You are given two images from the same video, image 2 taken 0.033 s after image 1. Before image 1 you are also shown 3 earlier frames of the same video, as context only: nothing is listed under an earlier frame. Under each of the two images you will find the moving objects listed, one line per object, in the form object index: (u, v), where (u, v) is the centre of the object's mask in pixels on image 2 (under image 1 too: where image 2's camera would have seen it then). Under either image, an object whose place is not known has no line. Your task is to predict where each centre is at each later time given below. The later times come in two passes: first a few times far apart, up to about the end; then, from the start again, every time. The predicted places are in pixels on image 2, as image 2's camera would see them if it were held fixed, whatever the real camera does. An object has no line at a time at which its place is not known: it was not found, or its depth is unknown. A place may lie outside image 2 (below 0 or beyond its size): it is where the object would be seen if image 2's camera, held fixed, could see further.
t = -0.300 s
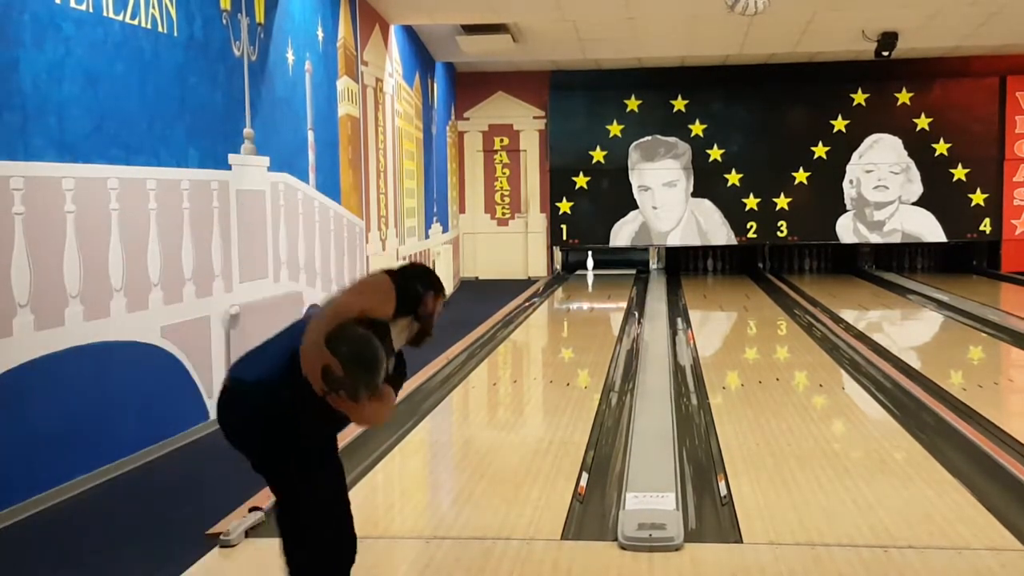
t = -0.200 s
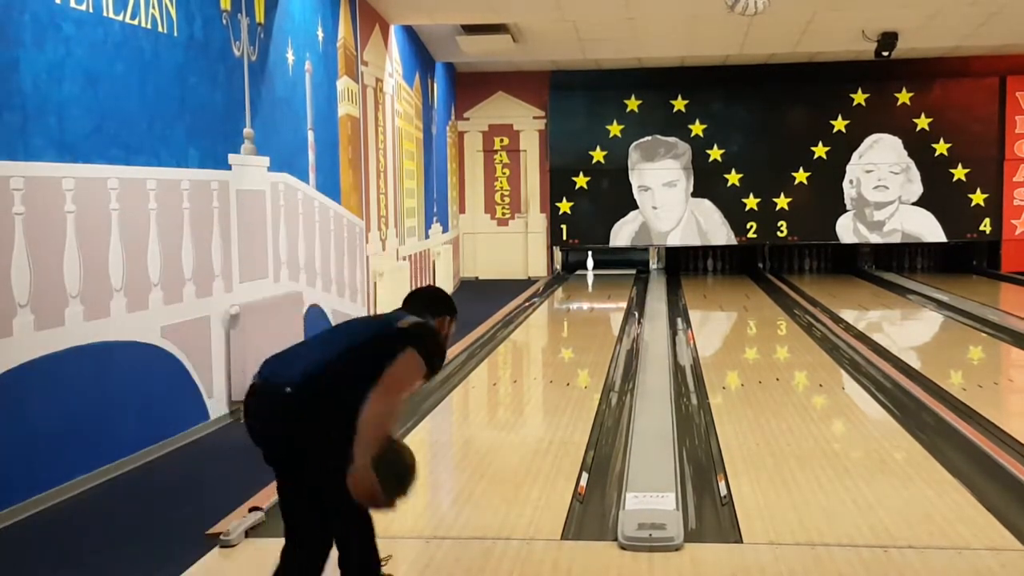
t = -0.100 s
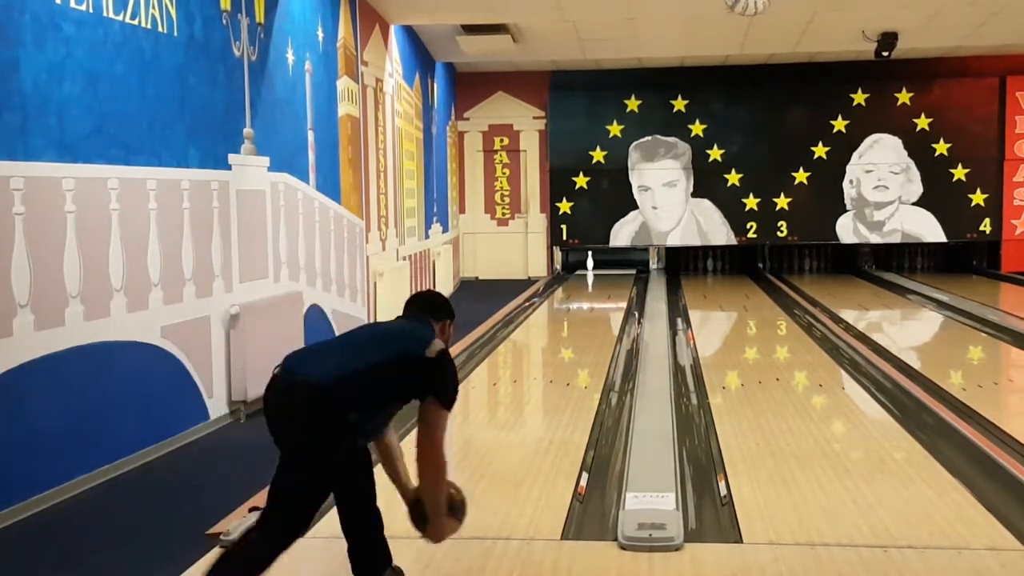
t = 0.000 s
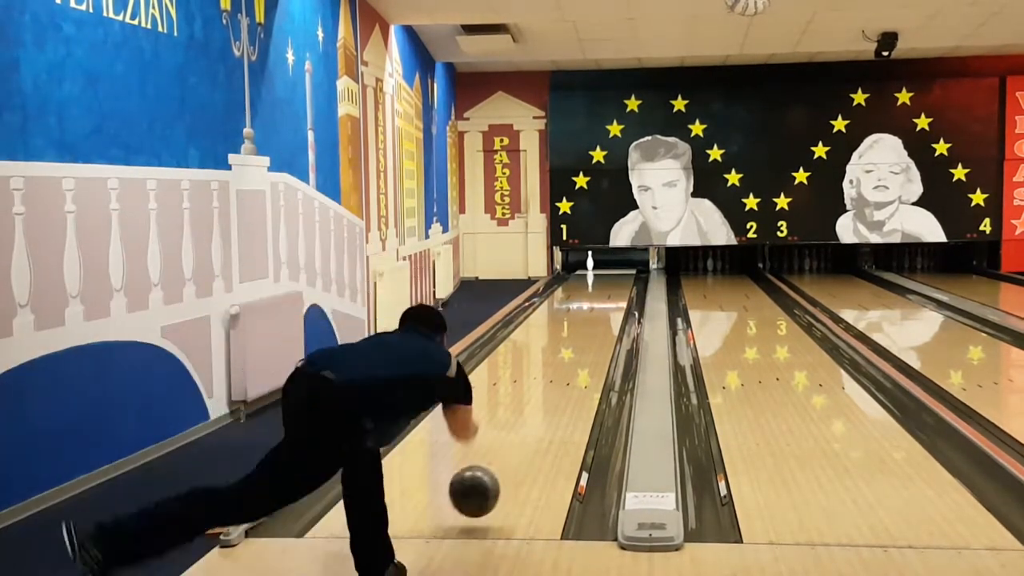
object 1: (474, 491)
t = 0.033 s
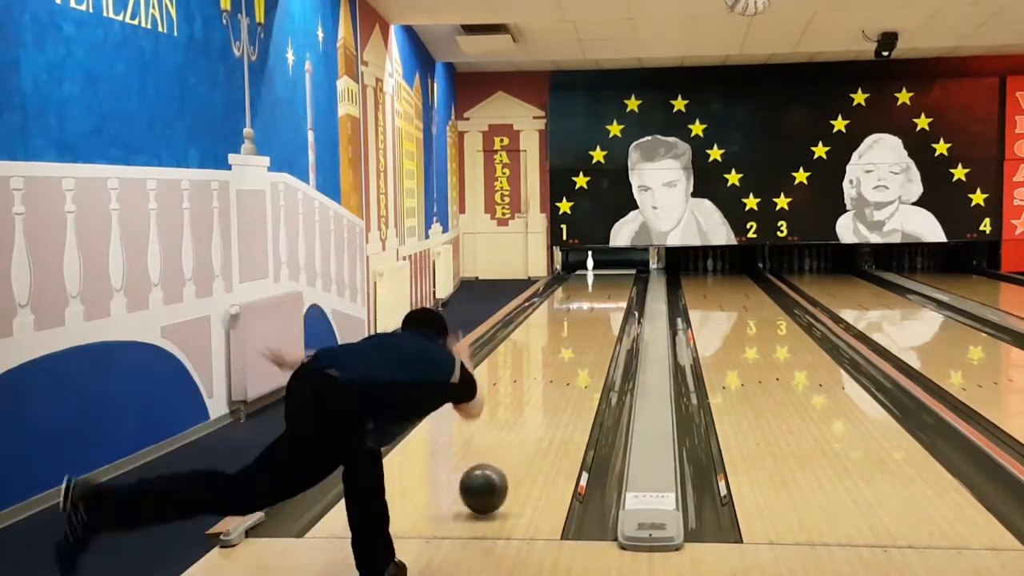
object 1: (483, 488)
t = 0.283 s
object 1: (533, 417)
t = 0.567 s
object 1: (565, 369)
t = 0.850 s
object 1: (585, 338)
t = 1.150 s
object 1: (598, 315)
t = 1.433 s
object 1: (605, 299)
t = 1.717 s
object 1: (609, 288)
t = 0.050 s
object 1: (488, 485)
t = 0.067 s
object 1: (492, 476)
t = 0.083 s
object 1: (496, 469)
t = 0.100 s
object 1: (500, 463)
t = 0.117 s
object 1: (503, 459)
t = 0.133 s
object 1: (507, 455)
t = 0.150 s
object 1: (510, 451)
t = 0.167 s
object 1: (513, 447)
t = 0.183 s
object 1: (516, 442)
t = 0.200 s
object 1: (519, 438)
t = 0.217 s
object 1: (522, 434)
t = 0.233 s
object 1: (525, 429)
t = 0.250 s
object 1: (528, 425)
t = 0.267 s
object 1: (530, 421)
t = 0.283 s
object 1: (533, 417)
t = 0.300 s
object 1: (535, 414)
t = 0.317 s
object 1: (537, 410)
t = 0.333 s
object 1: (540, 407)
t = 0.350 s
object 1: (542, 404)
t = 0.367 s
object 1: (544, 400)
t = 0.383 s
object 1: (546, 397)
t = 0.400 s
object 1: (550, 394)
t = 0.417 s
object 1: (550, 391)
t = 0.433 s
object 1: (552, 389)
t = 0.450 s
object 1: (554, 386)
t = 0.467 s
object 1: (556, 383)
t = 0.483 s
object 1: (557, 381)
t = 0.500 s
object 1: (559, 378)
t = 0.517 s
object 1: (560, 376)
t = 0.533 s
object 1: (562, 373)
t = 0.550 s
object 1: (563, 371)
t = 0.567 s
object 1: (565, 369)
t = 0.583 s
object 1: (566, 366)
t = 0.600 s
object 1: (568, 364)
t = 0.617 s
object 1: (569, 362)
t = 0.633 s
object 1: (571, 360)
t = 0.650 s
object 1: (572, 358)
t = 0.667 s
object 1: (573, 357)
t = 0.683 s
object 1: (574, 354)
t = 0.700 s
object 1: (575, 353)
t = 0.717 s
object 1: (577, 351)
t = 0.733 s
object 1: (578, 349)
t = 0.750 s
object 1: (579, 348)
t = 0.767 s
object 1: (580, 346)
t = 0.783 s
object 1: (581, 344)
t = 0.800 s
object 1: (582, 342)
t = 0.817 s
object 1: (583, 341)
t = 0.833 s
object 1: (584, 339)
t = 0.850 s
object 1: (585, 338)
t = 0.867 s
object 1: (586, 337)
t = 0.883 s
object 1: (587, 335)
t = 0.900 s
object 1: (587, 335)
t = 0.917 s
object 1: (588, 332)
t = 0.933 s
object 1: (589, 330)
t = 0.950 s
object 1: (590, 329)
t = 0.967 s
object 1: (590, 328)
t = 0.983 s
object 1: (591, 327)
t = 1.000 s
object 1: (592, 325)
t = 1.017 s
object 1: (593, 324)
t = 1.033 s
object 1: (594, 323)
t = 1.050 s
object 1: (594, 322)
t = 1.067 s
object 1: (595, 320)
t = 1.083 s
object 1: (595, 319)
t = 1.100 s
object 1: (596, 318)
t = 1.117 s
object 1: (597, 317)
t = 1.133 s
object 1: (597, 316)
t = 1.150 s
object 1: (598, 315)
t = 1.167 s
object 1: (598, 314)
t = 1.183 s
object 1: (599, 313)
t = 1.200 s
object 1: (599, 312)
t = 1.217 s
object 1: (600, 311)
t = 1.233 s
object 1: (601, 310)
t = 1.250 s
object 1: (601, 309)
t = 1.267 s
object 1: (602, 308)
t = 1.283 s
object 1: (602, 307)
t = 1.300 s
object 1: (603, 306)
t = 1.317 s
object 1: (603, 305)
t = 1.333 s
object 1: (603, 305)
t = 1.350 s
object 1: (604, 305)
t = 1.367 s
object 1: (604, 302)
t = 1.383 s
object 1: (604, 302)
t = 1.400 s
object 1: (605, 301)
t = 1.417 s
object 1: (605, 300)
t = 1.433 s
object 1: (605, 299)
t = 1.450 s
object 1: (605, 299)
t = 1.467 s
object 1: (606, 298)
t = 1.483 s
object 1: (606, 297)
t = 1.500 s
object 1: (606, 296)
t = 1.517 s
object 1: (607, 296)
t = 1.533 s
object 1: (607, 295)
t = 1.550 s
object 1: (607, 294)
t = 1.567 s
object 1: (607, 294)
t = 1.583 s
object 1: (608, 293)
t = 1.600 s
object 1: (608, 292)
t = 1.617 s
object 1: (609, 291)
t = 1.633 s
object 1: (609, 290)
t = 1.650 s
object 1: (609, 290)
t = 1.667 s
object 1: (609, 289)
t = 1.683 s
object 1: (609, 289)
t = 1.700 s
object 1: (609, 289)
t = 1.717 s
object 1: (609, 288)
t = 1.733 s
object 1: (609, 288)
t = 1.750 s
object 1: (609, 286)
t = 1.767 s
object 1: (609, 285)
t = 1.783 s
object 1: (609, 285)
